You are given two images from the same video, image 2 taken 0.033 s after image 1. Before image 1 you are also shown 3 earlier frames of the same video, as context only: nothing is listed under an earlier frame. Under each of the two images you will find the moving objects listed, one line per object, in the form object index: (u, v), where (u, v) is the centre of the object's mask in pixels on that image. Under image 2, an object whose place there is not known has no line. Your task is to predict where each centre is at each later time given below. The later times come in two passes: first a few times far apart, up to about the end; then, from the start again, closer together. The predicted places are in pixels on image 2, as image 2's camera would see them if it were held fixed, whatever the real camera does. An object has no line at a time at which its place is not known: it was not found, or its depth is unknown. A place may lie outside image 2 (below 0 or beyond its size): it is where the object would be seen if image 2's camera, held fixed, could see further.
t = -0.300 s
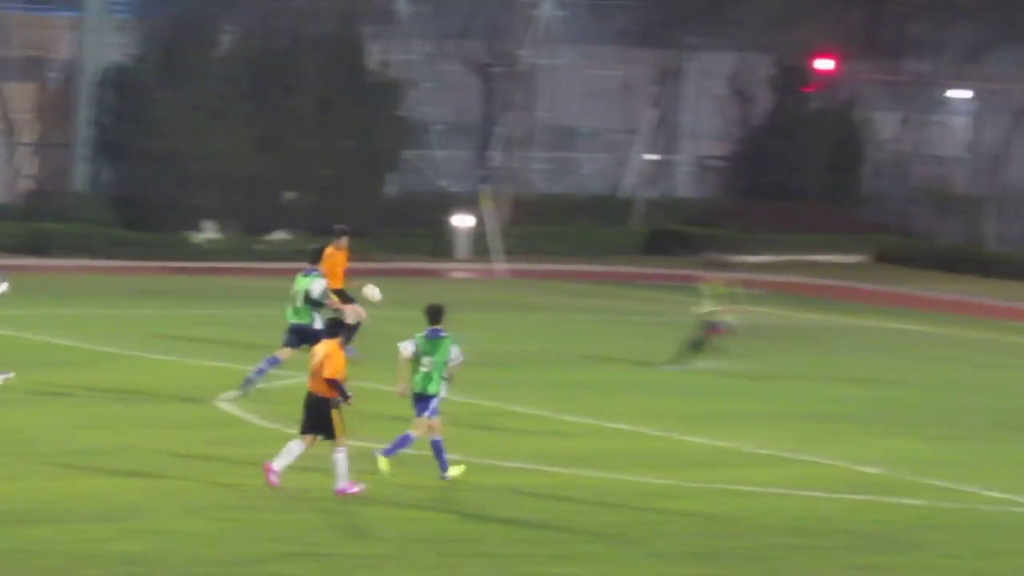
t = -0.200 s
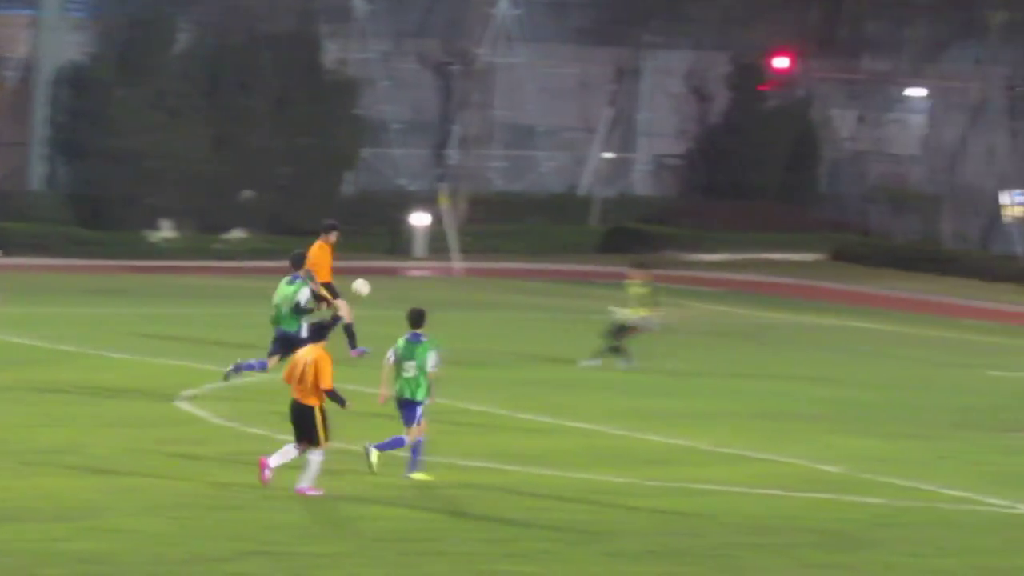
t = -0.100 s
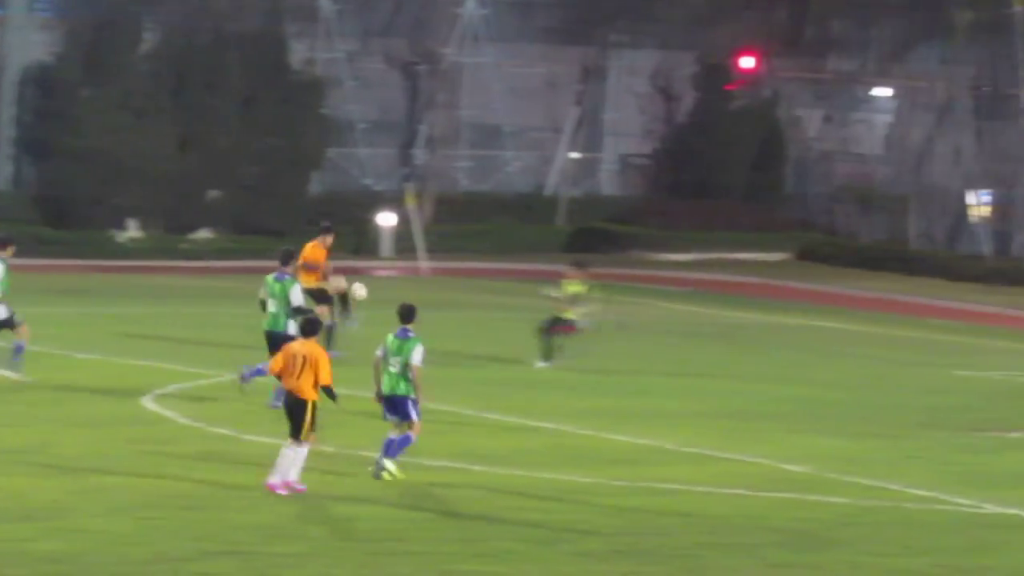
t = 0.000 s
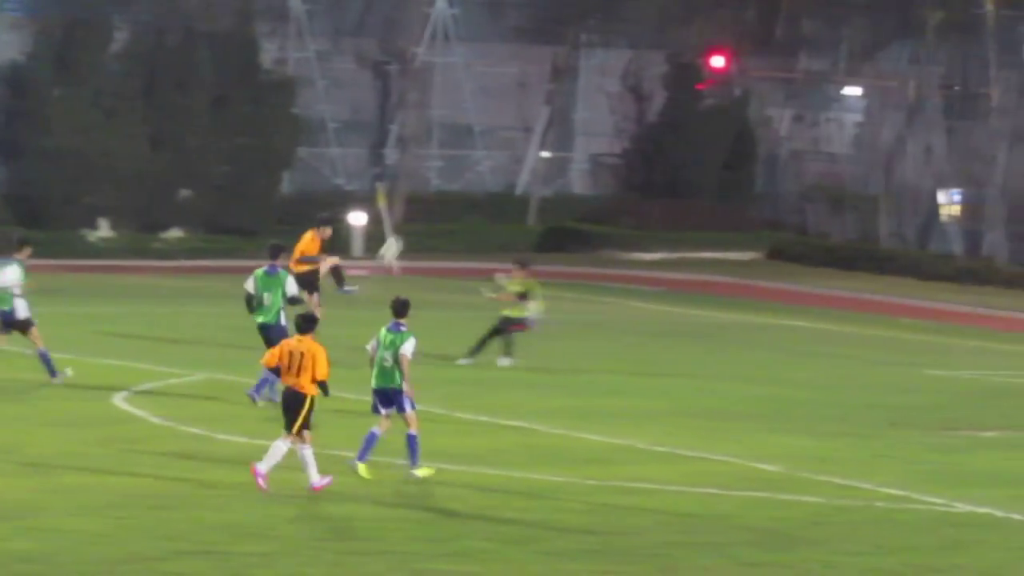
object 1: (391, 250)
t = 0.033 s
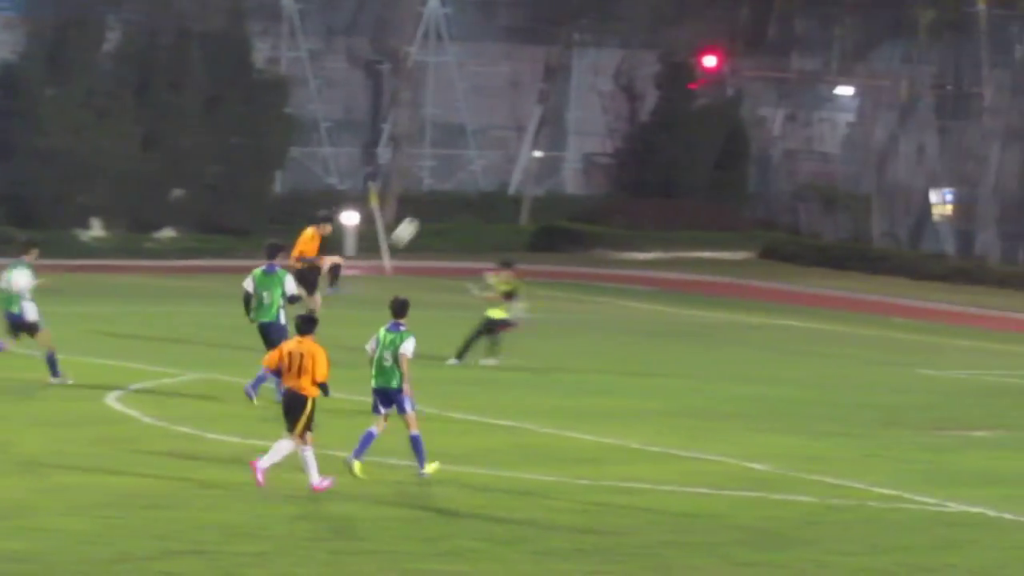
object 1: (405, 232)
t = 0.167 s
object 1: (496, 167)
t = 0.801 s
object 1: (912, 72)
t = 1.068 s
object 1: (1076, 137)
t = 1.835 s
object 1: (1506, 260)
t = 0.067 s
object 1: (427, 214)
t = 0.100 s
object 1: (449, 198)
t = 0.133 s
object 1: (472, 182)
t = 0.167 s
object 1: (496, 167)
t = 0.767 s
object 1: (891, 68)
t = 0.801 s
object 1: (912, 72)
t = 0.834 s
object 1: (932, 76)
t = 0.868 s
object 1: (952, 82)
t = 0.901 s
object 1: (972, 88)
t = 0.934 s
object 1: (993, 96)
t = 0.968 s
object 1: (1014, 104)
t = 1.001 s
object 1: (1034, 114)
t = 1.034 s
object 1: (1055, 125)
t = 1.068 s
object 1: (1076, 137)
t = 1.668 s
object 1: (1420, 317)
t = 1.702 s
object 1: (1438, 304)
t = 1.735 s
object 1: (1454, 292)
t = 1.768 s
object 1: (1471, 280)
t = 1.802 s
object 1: (1488, 270)
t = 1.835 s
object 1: (1506, 260)
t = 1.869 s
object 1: (1523, 251)
